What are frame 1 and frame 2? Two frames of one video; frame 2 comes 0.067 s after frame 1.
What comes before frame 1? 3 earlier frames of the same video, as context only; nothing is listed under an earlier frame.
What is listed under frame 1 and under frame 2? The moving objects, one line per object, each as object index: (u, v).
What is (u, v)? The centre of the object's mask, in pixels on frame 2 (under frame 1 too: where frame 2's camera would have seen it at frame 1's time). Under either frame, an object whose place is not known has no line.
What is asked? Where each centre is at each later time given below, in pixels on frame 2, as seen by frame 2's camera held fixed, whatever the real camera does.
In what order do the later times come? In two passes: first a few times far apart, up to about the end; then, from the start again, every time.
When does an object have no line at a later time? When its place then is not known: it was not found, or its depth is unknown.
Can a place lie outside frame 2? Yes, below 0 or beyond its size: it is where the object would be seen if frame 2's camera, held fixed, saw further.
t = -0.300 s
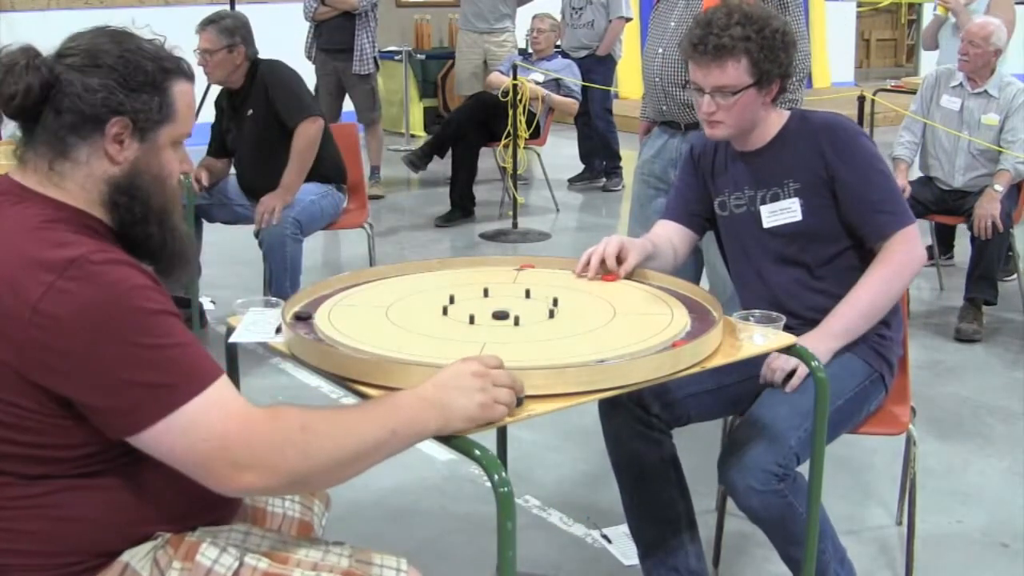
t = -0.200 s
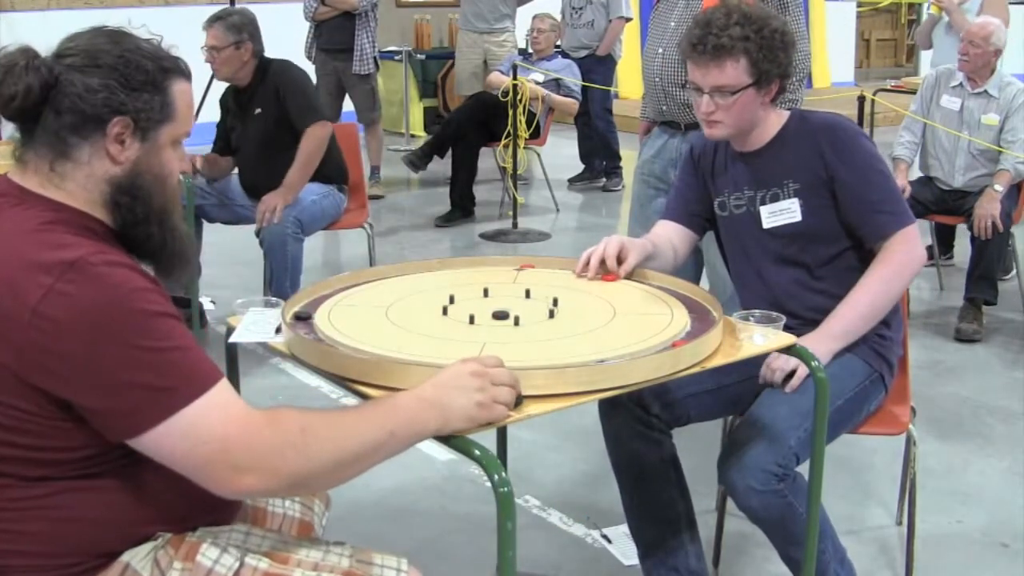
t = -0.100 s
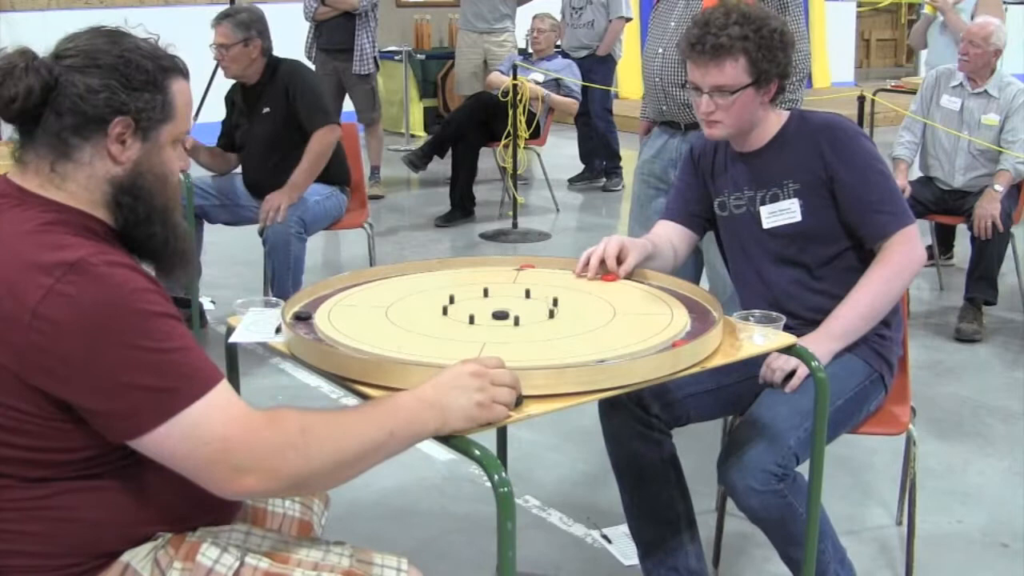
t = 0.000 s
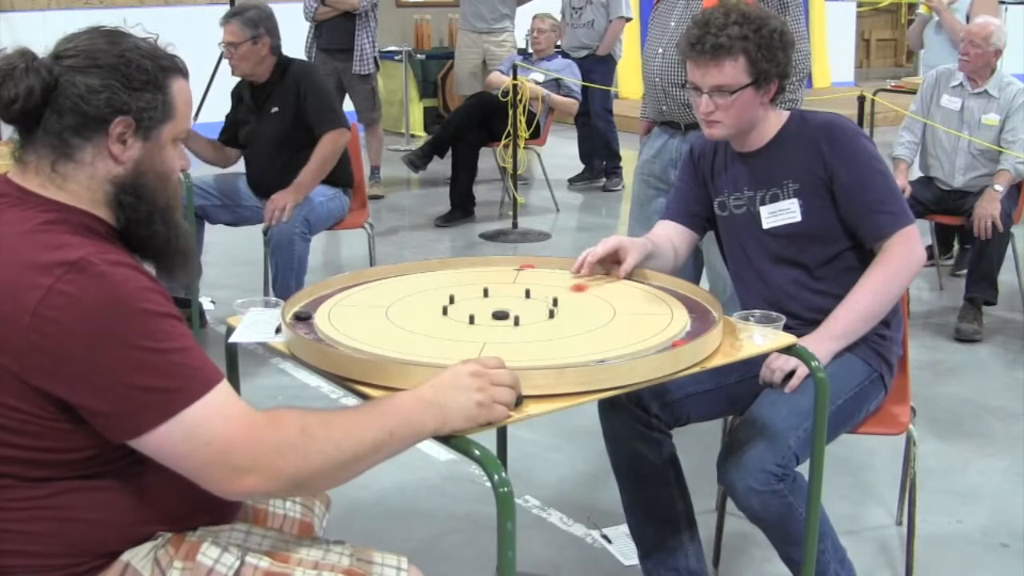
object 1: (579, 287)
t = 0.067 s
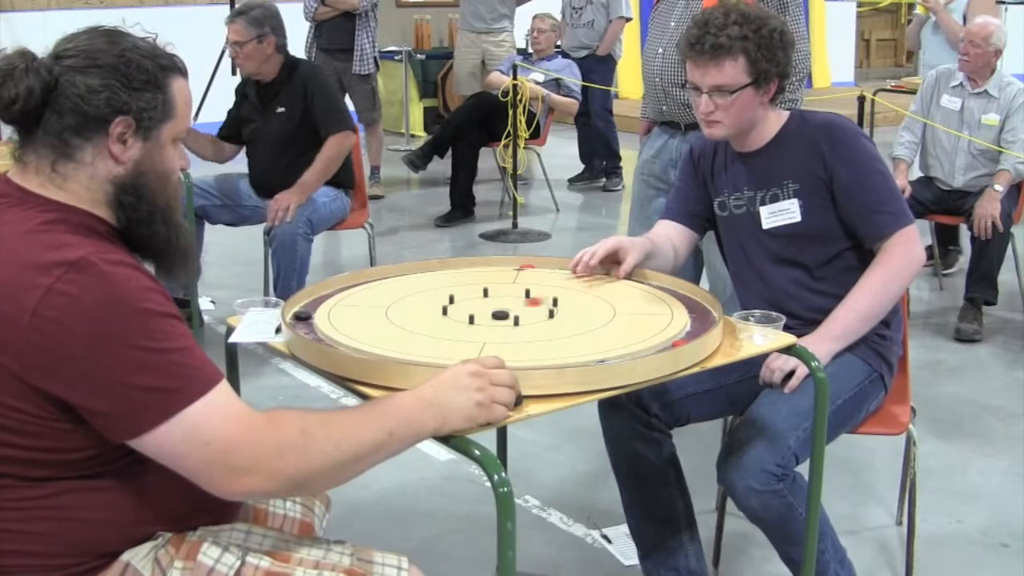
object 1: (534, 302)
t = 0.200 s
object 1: (472, 311)
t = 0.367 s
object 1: (475, 306)
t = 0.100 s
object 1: (511, 309)
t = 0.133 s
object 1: (496, 311)
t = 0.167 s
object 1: (483, 311)
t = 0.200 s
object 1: (472, 311)
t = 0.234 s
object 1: (461, 312)
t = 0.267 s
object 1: (459, 311)
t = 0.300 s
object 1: (465, 309)
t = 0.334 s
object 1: (471, 308)
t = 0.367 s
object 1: (475, 306)
